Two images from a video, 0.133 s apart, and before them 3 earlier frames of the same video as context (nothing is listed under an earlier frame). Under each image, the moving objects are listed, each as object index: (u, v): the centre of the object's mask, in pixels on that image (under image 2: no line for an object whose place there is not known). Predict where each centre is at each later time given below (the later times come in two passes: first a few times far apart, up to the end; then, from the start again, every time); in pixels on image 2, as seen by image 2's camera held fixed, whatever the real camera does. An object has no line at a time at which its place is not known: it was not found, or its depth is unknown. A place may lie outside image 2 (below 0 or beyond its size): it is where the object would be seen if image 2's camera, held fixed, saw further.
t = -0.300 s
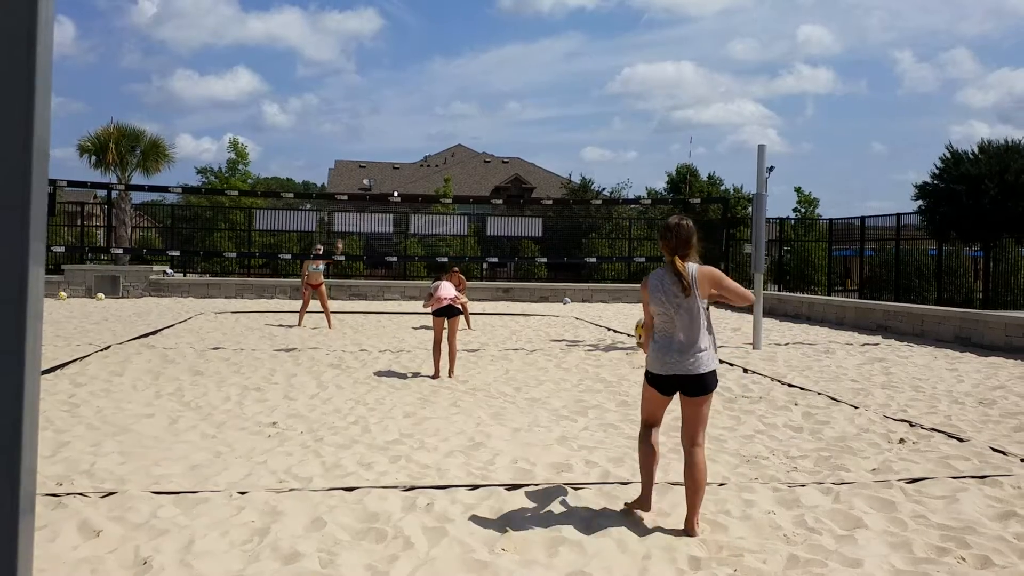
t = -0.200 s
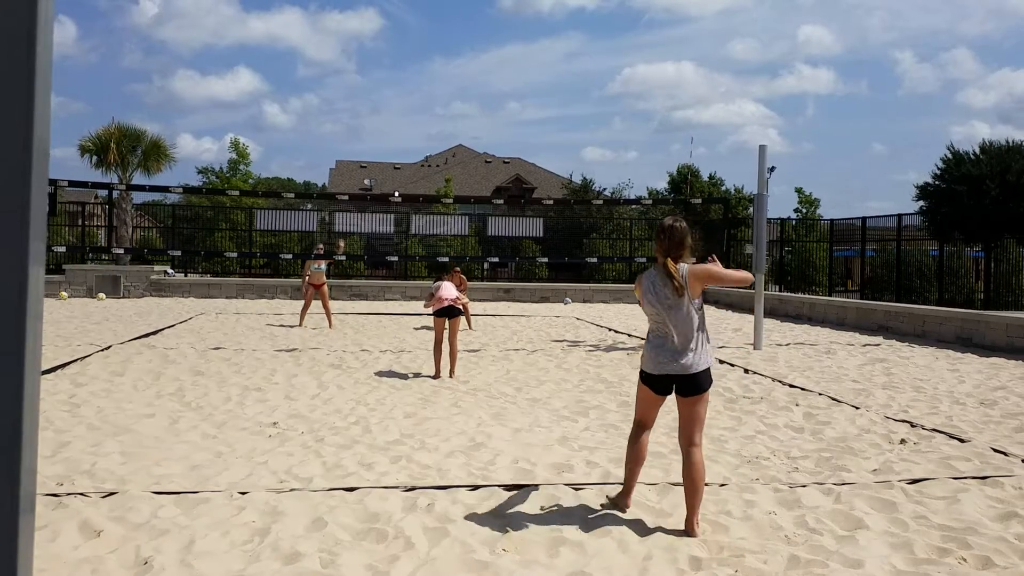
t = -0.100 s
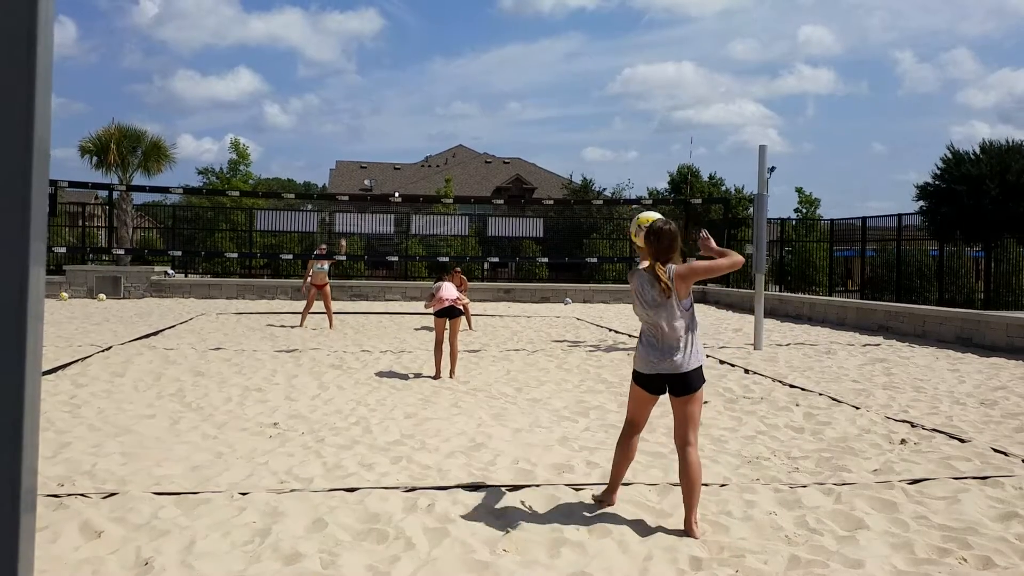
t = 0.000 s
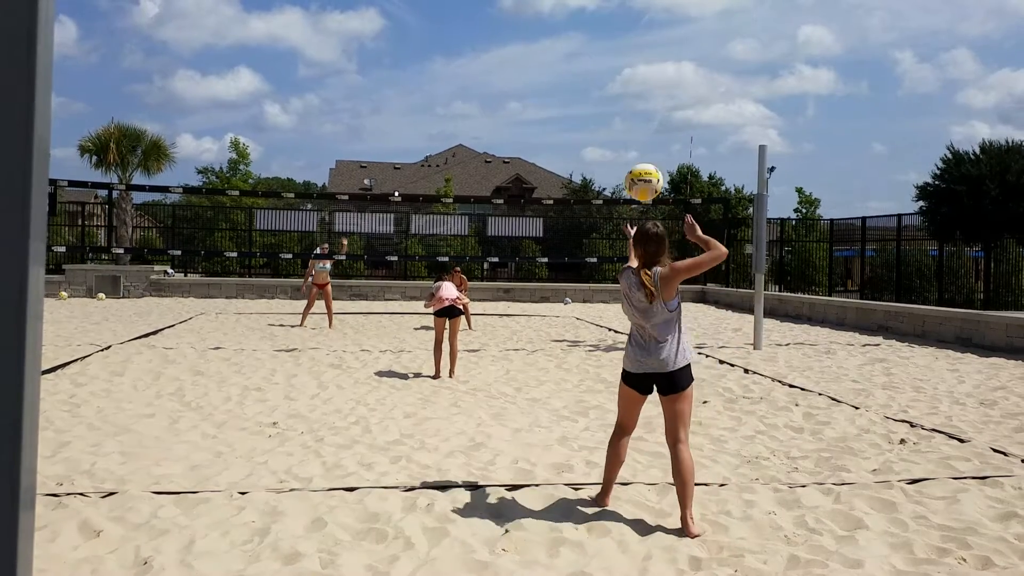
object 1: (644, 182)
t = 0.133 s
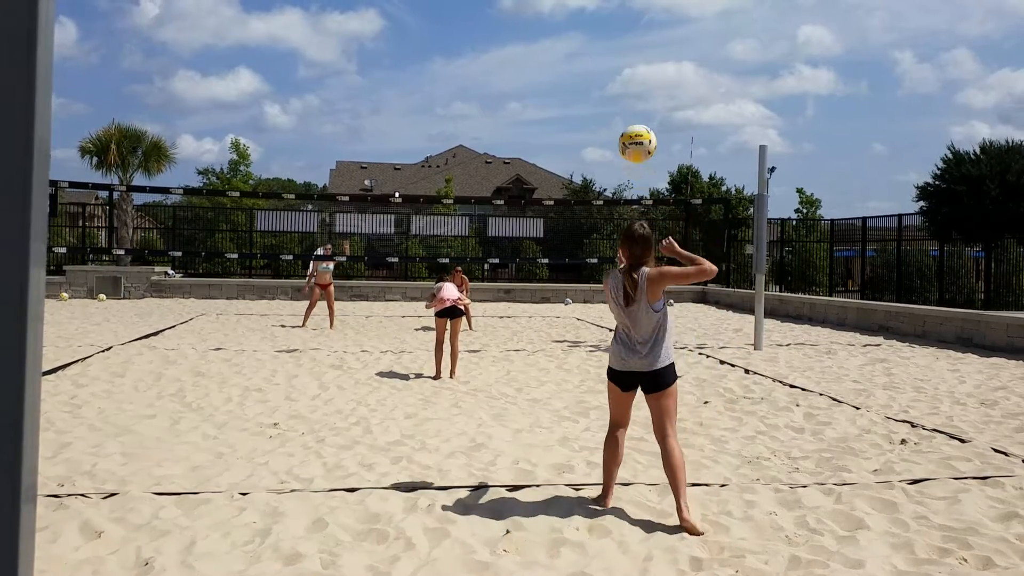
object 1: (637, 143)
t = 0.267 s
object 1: (630, 133)
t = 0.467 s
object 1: (619, 173)
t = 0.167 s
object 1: (635, 138)
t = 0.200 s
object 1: (634, 135)
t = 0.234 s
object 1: (632, 133)
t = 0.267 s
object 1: (630, 133)
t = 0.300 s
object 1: (628, 135)
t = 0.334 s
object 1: (627, 139)
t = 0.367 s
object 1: (625, 145)
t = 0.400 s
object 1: (623, 152)
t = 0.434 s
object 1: (621, 162)
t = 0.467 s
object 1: (619, 173)
